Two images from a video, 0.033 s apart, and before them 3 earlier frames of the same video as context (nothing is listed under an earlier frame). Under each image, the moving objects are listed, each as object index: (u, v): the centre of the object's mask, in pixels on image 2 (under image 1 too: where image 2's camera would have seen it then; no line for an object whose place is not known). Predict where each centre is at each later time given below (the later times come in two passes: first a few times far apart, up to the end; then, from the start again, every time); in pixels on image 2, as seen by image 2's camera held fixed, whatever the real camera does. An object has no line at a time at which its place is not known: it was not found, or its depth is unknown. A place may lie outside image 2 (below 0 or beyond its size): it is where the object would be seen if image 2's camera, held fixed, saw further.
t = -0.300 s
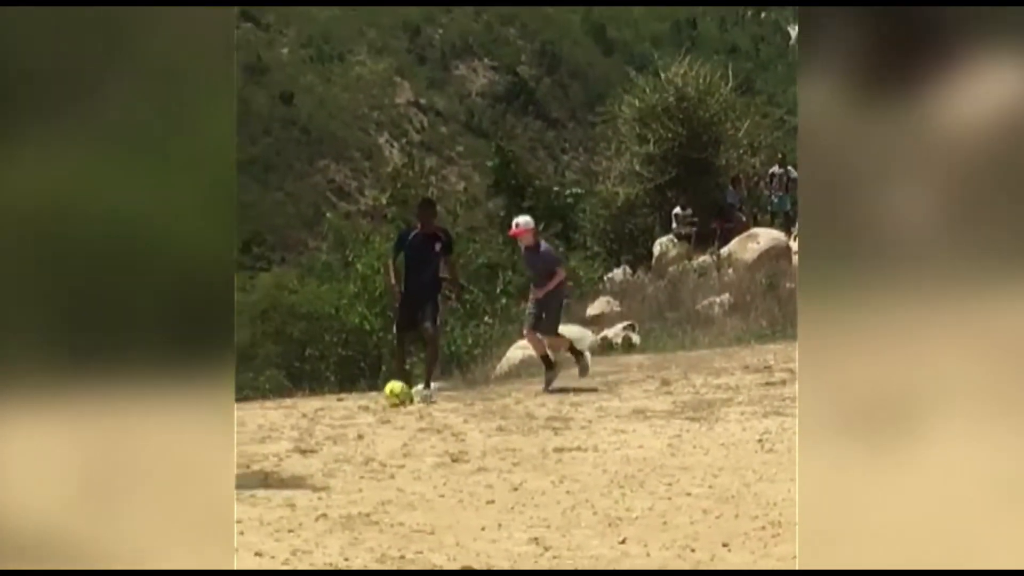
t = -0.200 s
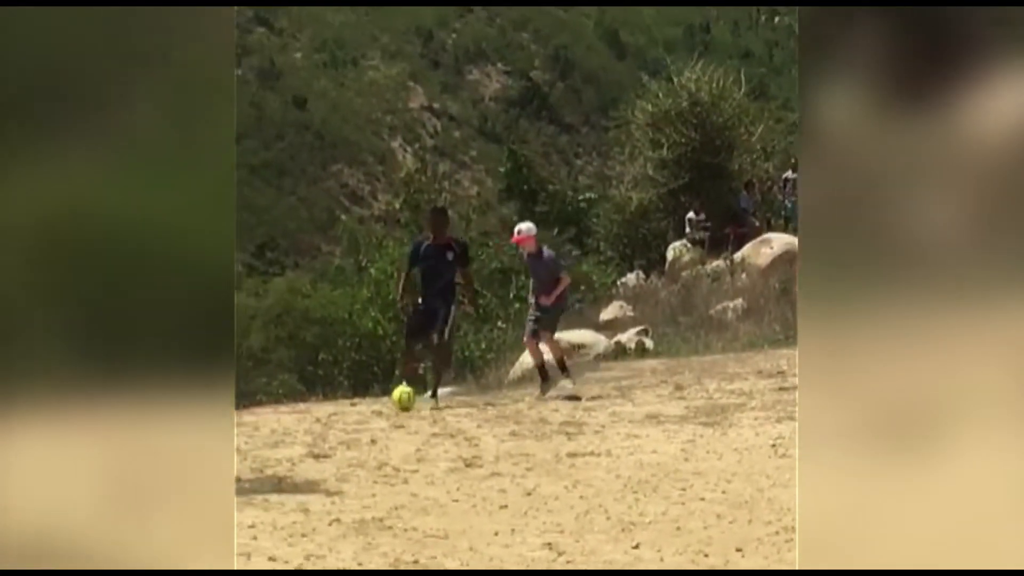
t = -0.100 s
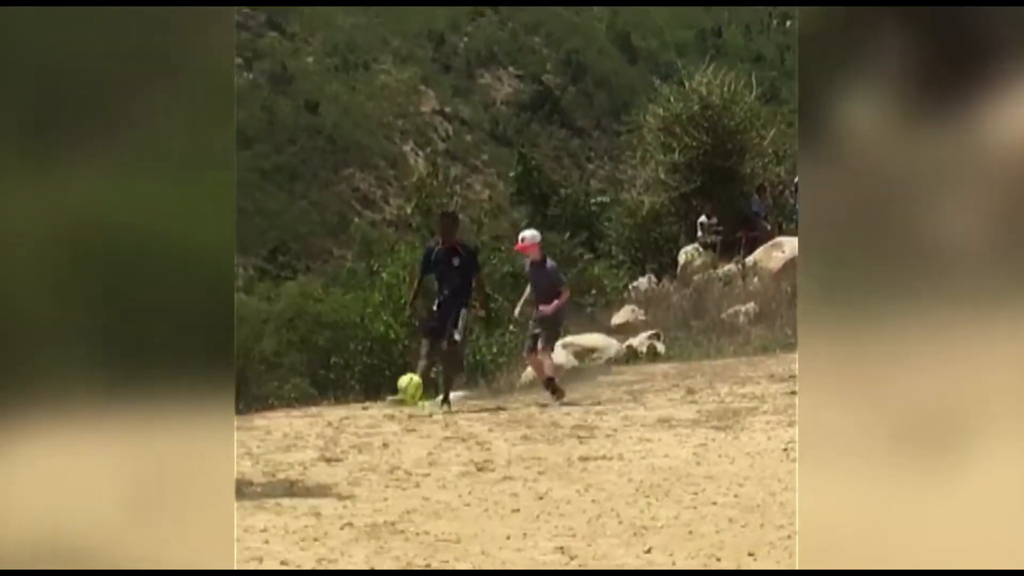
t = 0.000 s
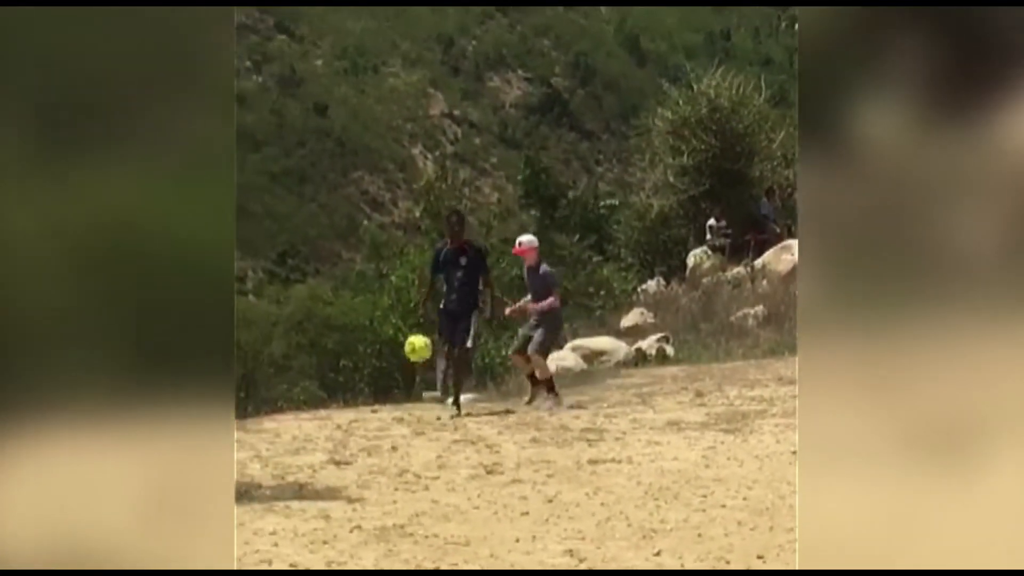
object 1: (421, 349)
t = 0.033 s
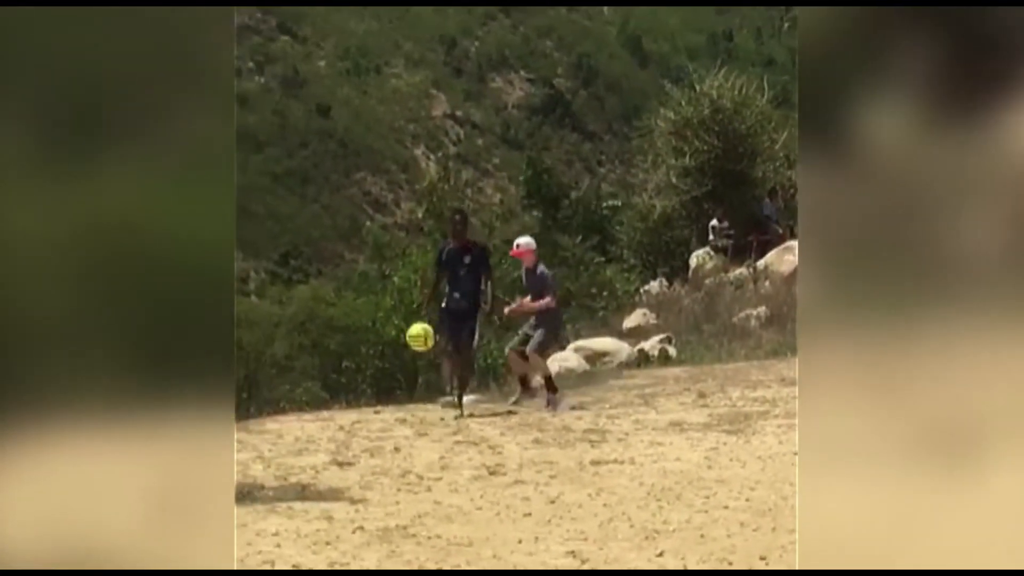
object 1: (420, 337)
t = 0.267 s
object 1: (427, 279)
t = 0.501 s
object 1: (446, 288)
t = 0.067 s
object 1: (420, 326)
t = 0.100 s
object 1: (421, 315)
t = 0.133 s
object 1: (422, 305)
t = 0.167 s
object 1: (422, 297)
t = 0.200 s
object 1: (424, 290)
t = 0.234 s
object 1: (425, 284)
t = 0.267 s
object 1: (427, 279)
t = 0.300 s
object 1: (429, 276)
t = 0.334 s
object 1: (431, 274)
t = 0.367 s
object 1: (433, 273)
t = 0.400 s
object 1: (436, 274)
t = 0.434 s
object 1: (439, 276)
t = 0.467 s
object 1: (442, 281)
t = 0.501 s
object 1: (446, 288)
